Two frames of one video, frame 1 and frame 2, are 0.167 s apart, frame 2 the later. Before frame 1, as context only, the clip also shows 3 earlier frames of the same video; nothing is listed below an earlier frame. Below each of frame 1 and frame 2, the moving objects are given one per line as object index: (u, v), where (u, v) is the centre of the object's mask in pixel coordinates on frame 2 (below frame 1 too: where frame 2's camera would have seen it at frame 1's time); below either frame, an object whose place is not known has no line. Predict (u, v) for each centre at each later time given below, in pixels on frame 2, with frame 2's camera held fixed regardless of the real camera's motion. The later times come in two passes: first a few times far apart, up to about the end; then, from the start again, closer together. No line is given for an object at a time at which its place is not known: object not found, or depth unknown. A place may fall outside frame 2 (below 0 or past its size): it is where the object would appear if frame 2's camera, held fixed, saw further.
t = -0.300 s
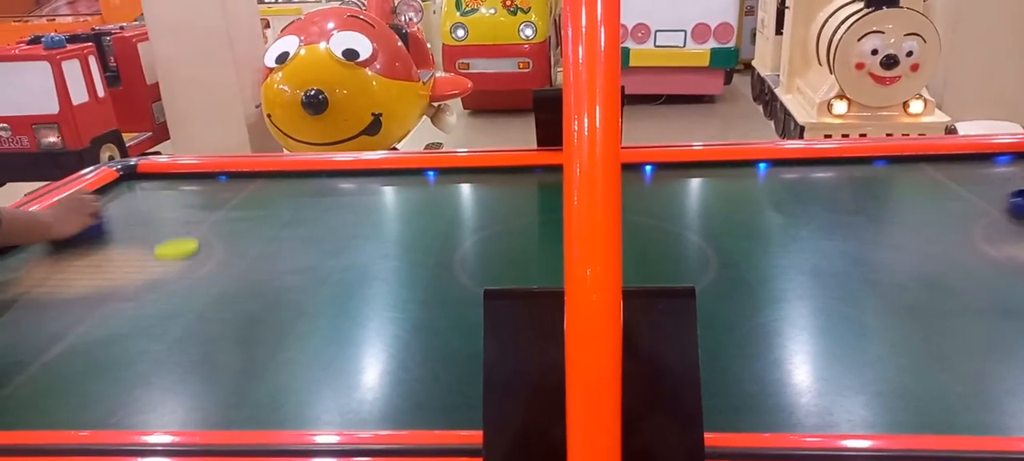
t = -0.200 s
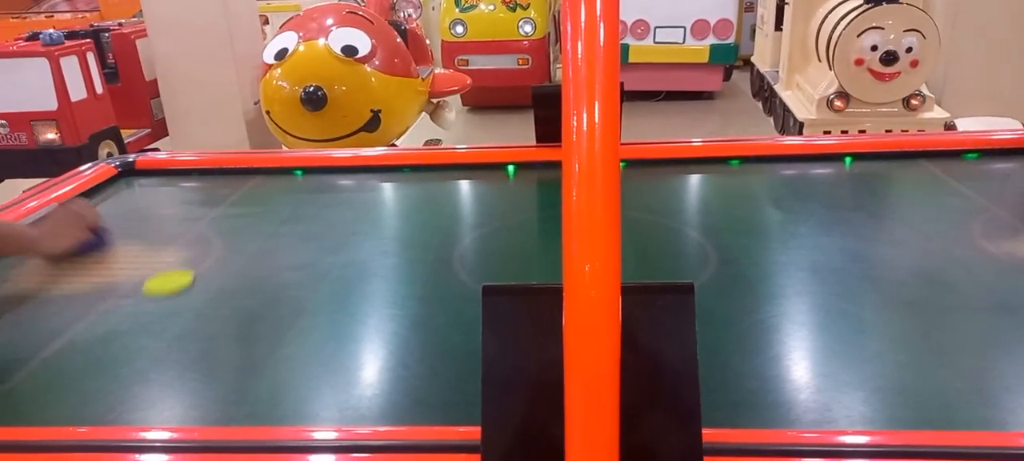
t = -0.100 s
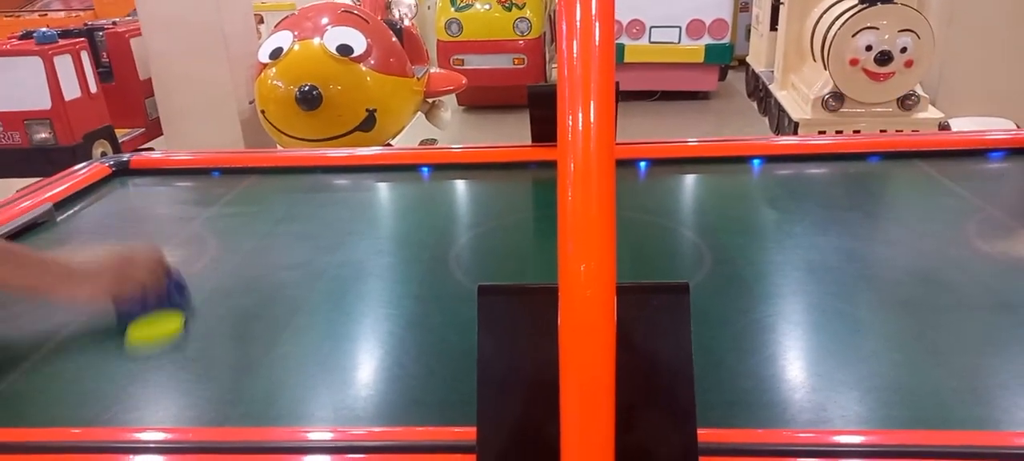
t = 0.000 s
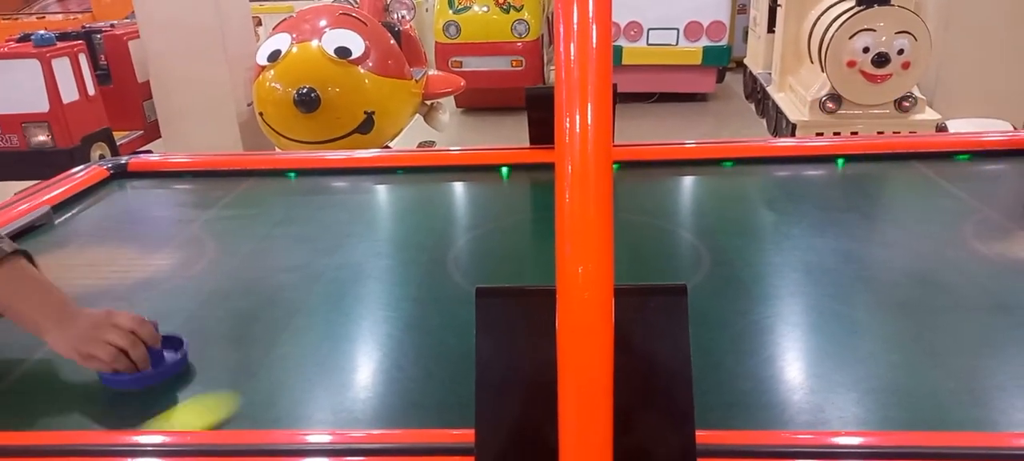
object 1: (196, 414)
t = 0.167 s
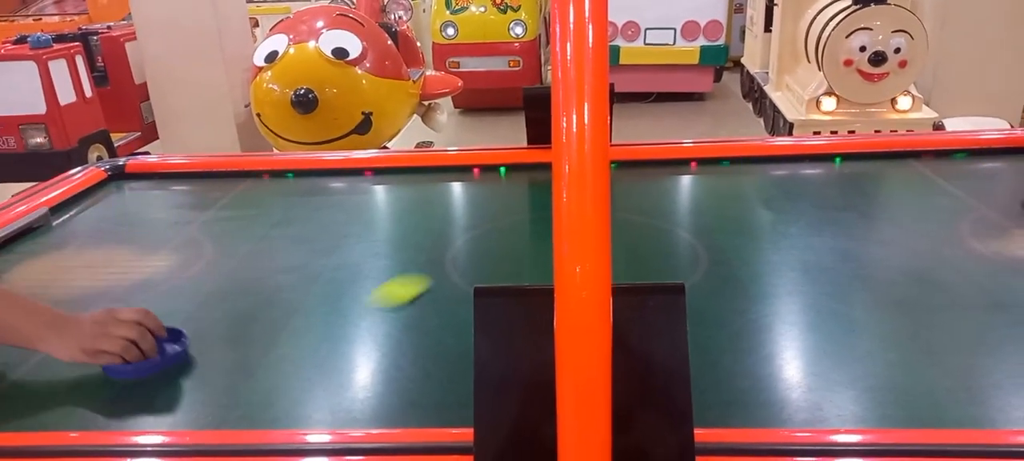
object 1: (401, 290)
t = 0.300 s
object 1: (501, 227)
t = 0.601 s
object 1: (636, 185)
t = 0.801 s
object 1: (726, 231)
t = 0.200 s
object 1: (427, 272)
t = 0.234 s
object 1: (454, 256)
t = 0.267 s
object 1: (478, 241)
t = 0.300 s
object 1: (501, 227)
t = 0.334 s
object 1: (521, 213)
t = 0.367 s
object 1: (536, 202)
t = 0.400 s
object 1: (544, 193)
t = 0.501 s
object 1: (615, 169)
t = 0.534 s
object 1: (620, 174)
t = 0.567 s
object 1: (626, 179)
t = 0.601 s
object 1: (636, 185)
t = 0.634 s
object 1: (649, 192)
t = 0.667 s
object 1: (662, 199)
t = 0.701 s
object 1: (677, 206)
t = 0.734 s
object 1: (692, 214)
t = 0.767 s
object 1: (709, 223)
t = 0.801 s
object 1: (726, 231)
